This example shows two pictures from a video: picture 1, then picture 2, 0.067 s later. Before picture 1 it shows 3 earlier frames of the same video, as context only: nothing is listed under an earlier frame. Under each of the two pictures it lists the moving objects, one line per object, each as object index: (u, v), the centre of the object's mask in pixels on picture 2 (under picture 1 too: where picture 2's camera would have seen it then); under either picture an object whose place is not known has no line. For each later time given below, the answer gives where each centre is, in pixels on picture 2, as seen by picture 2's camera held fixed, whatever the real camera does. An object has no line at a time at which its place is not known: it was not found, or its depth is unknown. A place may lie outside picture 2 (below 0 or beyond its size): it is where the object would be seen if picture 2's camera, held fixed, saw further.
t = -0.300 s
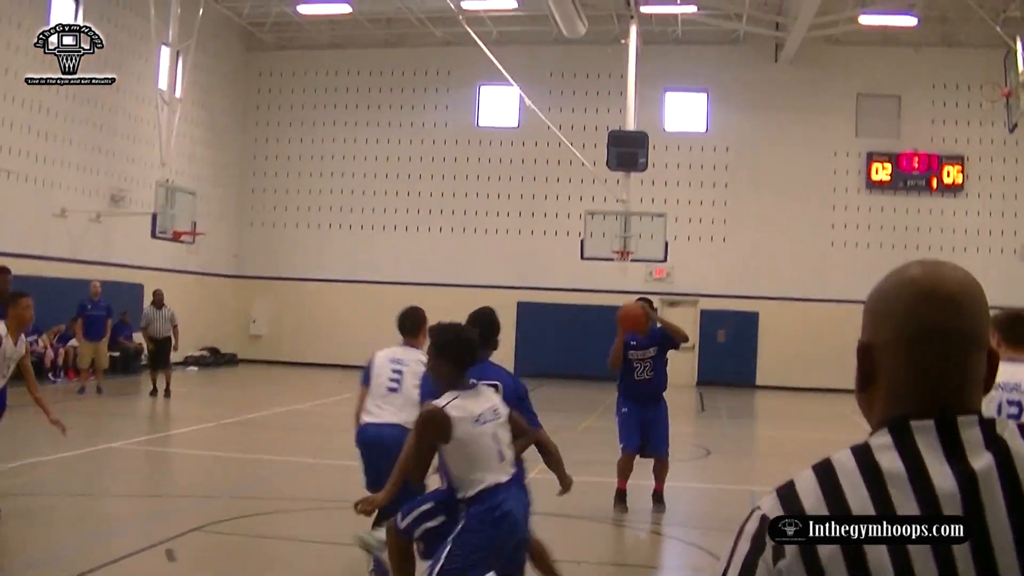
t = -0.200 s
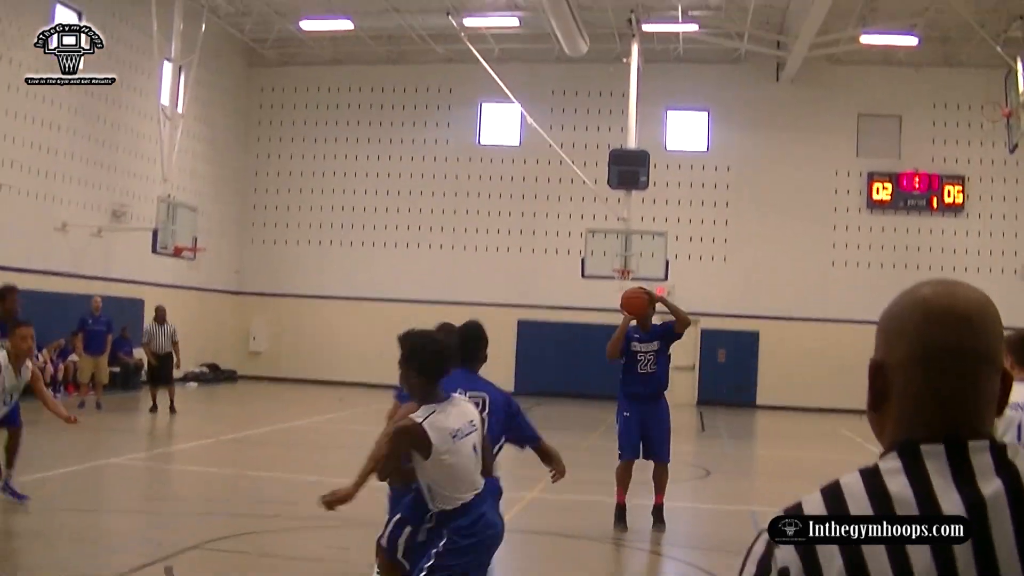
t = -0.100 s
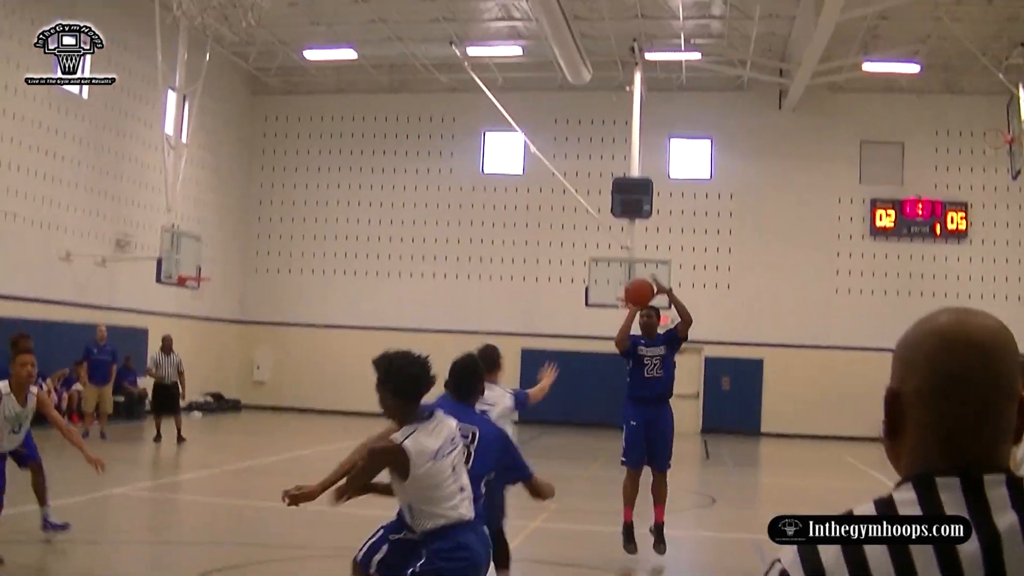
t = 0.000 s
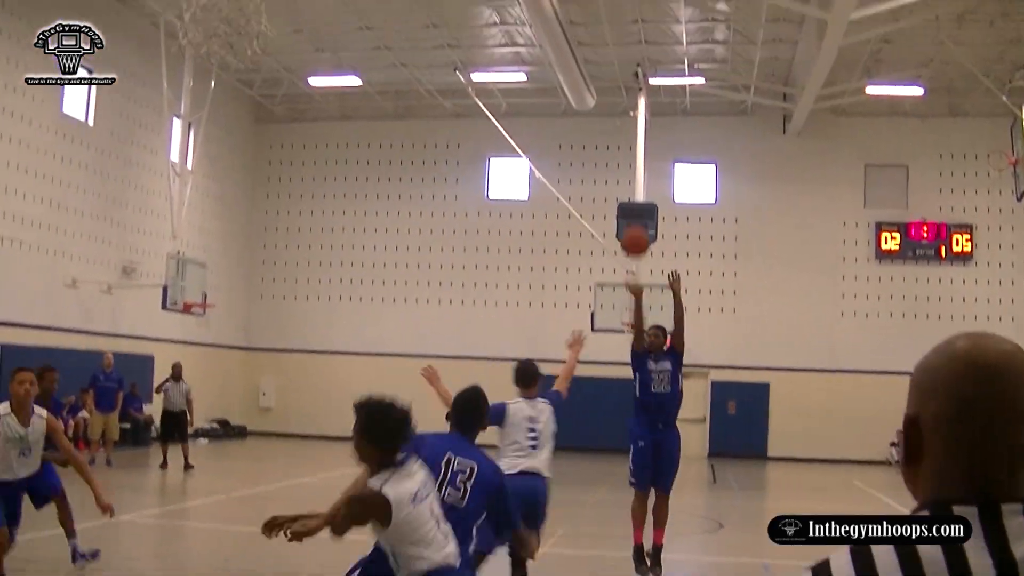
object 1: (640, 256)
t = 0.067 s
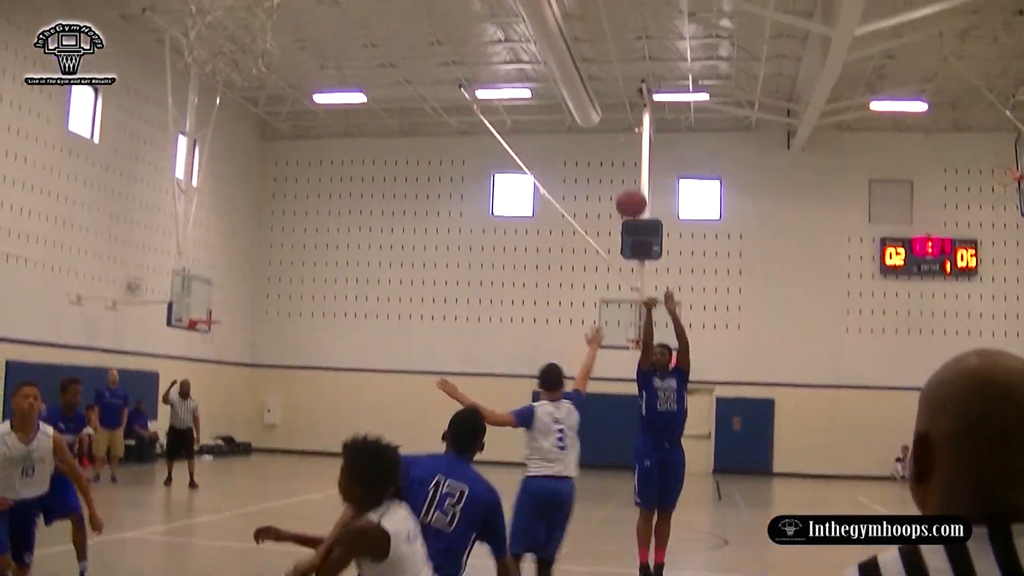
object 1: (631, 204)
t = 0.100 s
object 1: (626, 177)
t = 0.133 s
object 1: (620, 152)
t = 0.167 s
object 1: (616, 128)
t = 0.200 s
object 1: (610, 103)
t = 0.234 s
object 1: (604, 80)
